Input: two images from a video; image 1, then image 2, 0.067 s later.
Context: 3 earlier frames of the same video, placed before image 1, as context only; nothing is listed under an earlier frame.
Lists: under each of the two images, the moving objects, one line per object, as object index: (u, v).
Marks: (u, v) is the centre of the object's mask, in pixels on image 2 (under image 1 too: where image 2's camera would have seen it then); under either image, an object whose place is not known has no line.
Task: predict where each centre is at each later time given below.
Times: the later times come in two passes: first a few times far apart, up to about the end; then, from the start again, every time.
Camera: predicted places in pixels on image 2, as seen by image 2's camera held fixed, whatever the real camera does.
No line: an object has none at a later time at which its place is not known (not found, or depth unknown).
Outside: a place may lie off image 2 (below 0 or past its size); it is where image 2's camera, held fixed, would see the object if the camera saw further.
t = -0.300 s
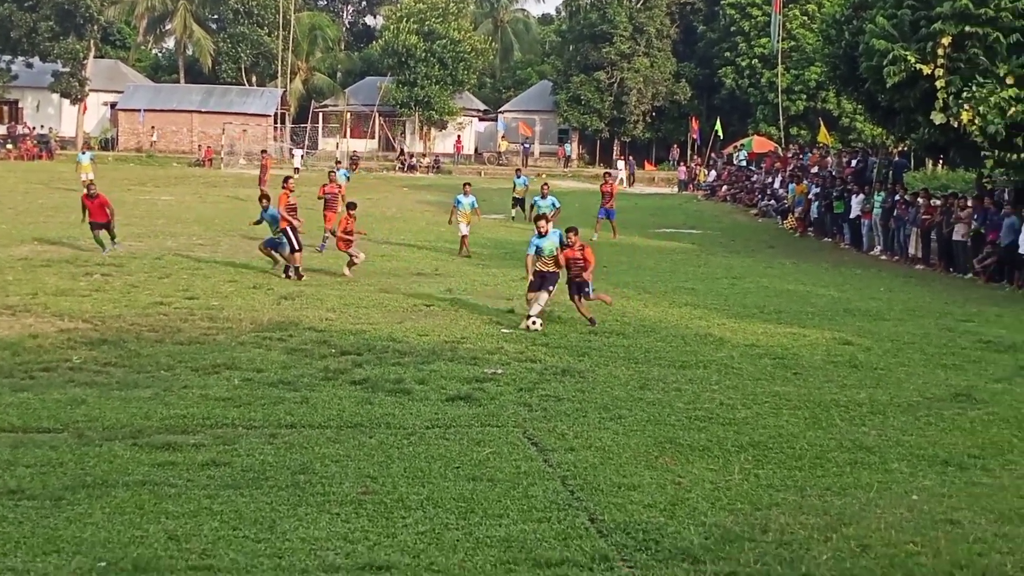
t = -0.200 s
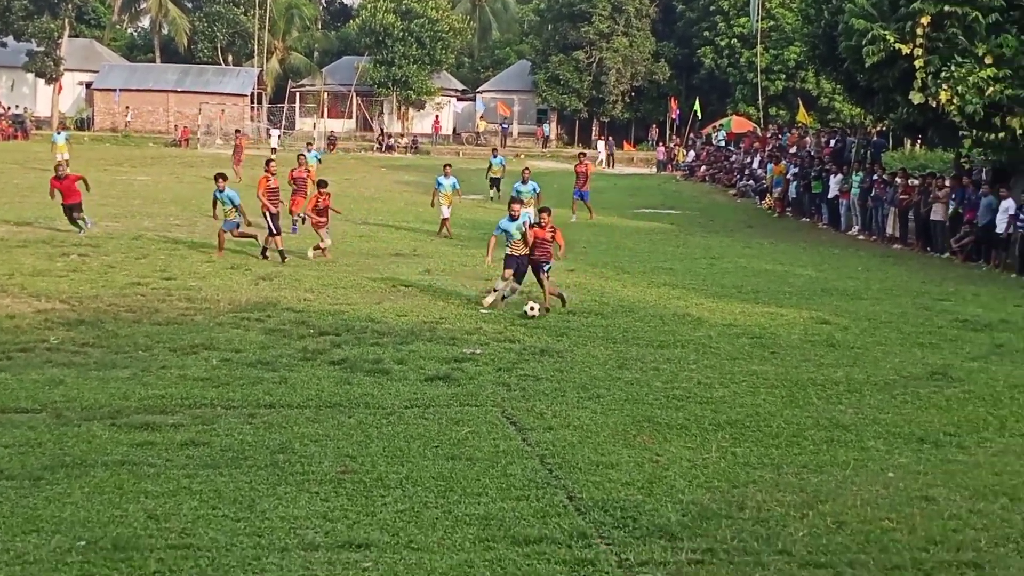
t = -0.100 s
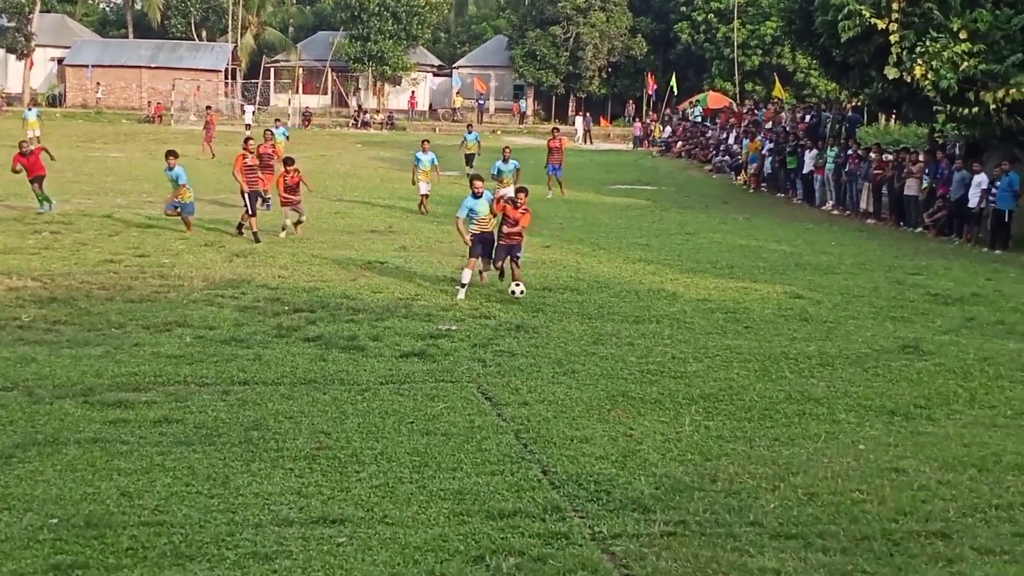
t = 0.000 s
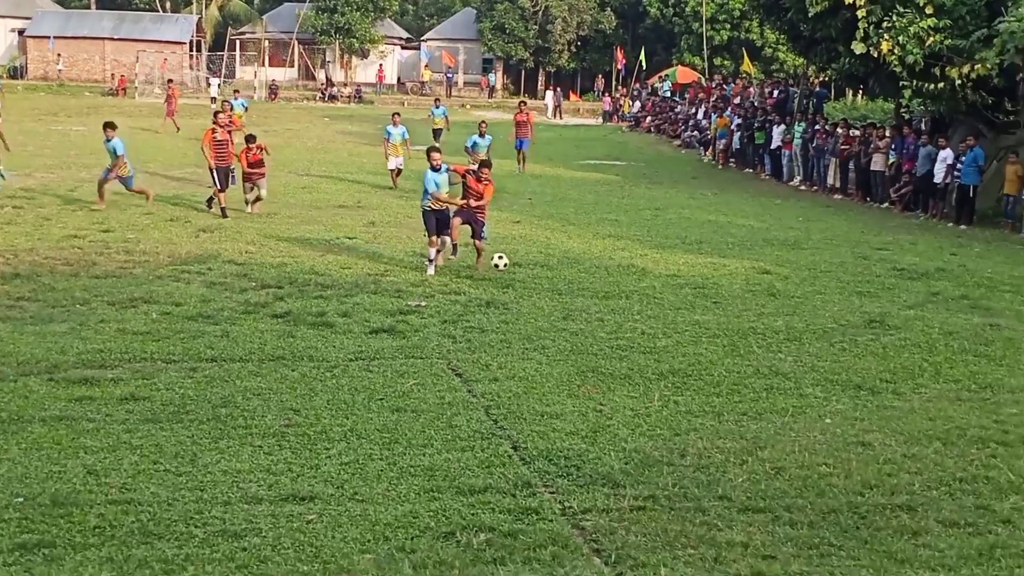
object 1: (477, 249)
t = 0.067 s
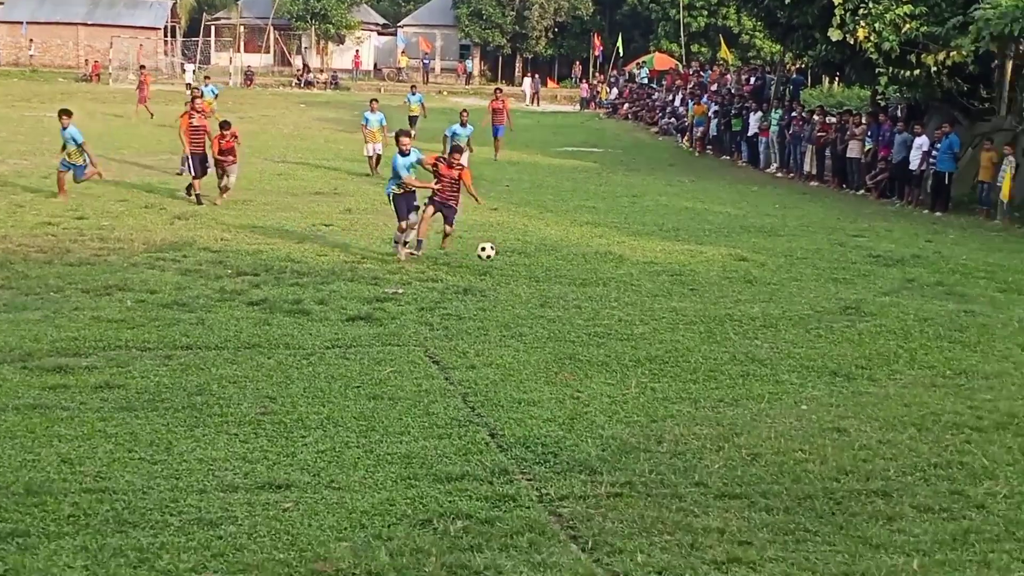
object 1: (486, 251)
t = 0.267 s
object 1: (515, 282)
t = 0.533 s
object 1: (560, 300)
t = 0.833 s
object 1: (621, 345)
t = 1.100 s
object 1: (686, 391)
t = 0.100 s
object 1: (491, 253)
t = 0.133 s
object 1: (495, 257)
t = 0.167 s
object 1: (500, 261)
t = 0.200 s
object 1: (504, 267)
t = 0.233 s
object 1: (510, 274)
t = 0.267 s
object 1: (515, 282)
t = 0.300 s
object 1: (520, 291)
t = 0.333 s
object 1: (525, 294)
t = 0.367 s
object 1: (531, 293)
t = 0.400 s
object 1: (536, 292)
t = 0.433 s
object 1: (542, 292)
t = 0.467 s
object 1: (548, 294)
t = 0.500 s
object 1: (554, 296)
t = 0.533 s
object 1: (560, 300)
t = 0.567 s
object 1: (567, 305)
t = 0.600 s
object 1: (572, 311)
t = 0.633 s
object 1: (579, 319)
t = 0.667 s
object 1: (586, 329)
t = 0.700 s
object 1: (593, 336)
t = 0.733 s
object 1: (599, 337)
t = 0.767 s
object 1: (606, 339)
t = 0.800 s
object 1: (613, 342)
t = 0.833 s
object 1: (621, 345)
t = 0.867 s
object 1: (628, 350)
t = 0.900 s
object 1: (636, 358)
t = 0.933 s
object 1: (643, 365)
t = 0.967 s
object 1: (652, 372)
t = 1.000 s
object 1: (660, 376)
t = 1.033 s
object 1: (669, 380)
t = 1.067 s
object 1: (677, 385)
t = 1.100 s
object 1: (686, 391)
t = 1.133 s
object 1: (696, 397)
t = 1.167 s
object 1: (705, 401)
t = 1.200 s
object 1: (714, 402)
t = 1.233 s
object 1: (724, 405)
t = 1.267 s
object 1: (734, 410)
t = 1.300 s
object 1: (744, 417)
